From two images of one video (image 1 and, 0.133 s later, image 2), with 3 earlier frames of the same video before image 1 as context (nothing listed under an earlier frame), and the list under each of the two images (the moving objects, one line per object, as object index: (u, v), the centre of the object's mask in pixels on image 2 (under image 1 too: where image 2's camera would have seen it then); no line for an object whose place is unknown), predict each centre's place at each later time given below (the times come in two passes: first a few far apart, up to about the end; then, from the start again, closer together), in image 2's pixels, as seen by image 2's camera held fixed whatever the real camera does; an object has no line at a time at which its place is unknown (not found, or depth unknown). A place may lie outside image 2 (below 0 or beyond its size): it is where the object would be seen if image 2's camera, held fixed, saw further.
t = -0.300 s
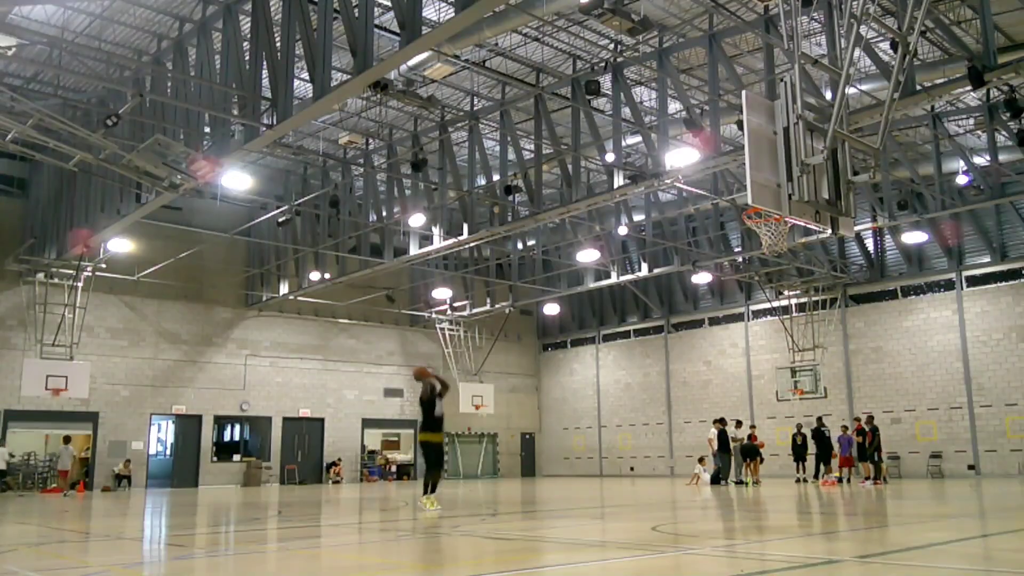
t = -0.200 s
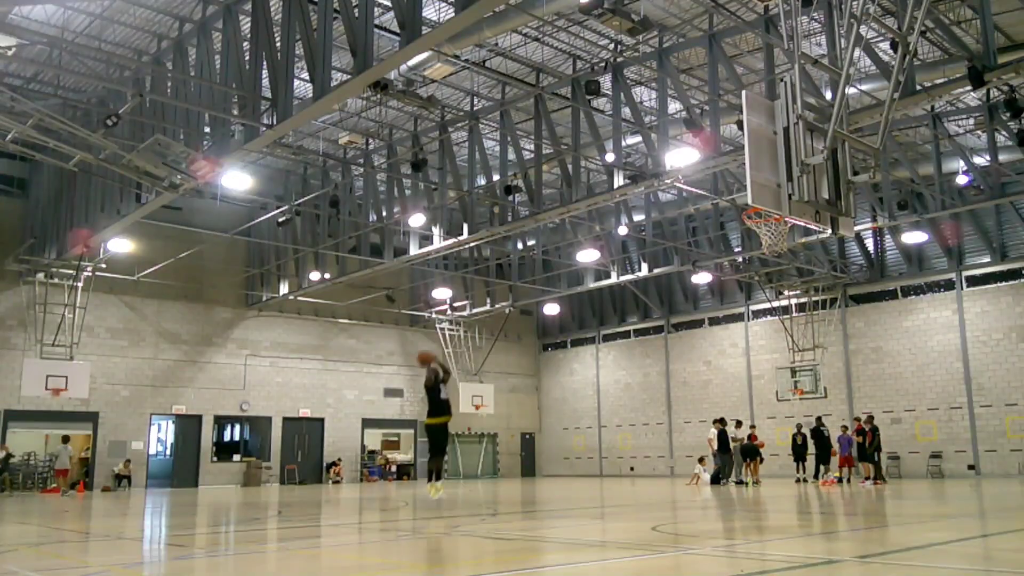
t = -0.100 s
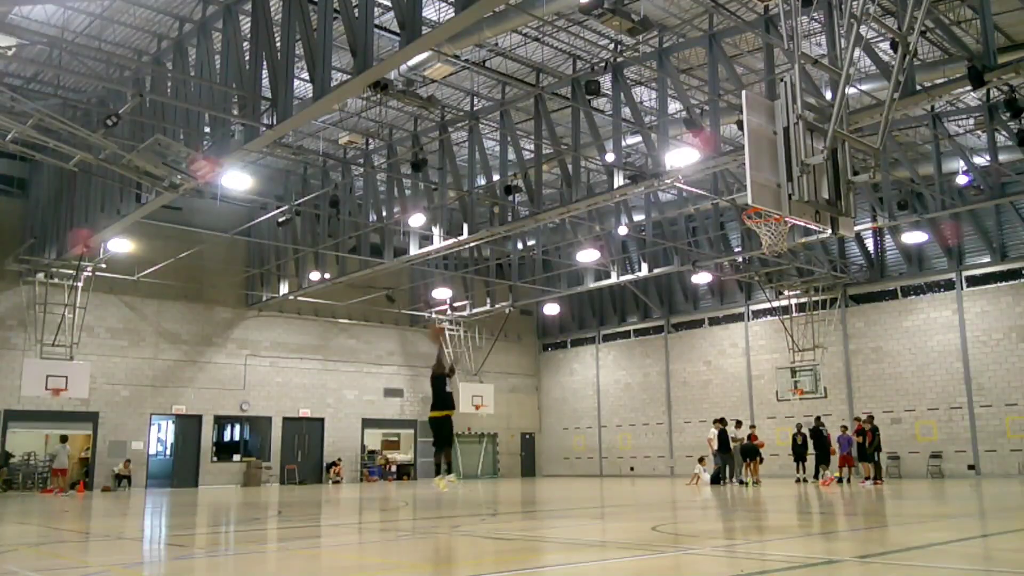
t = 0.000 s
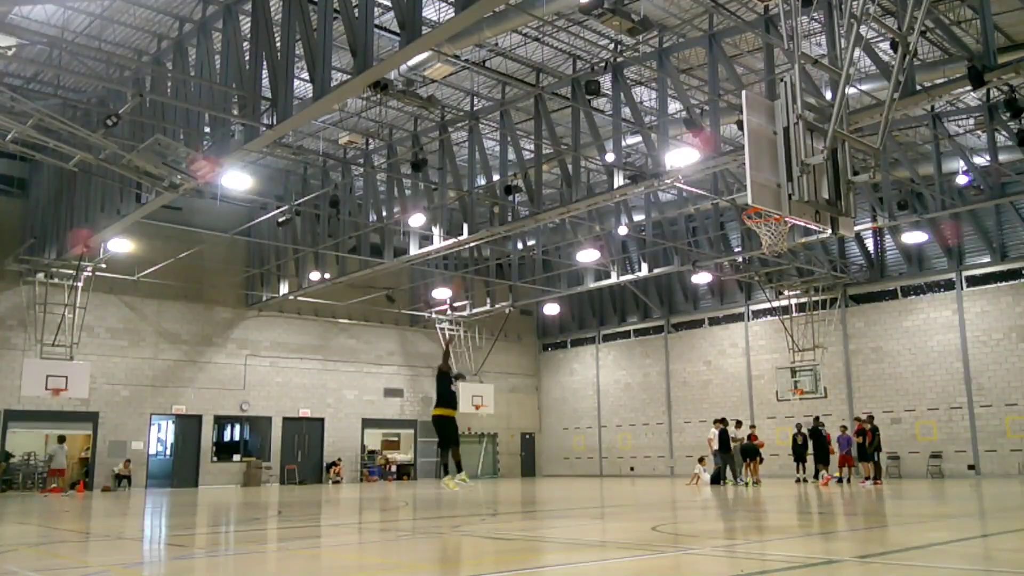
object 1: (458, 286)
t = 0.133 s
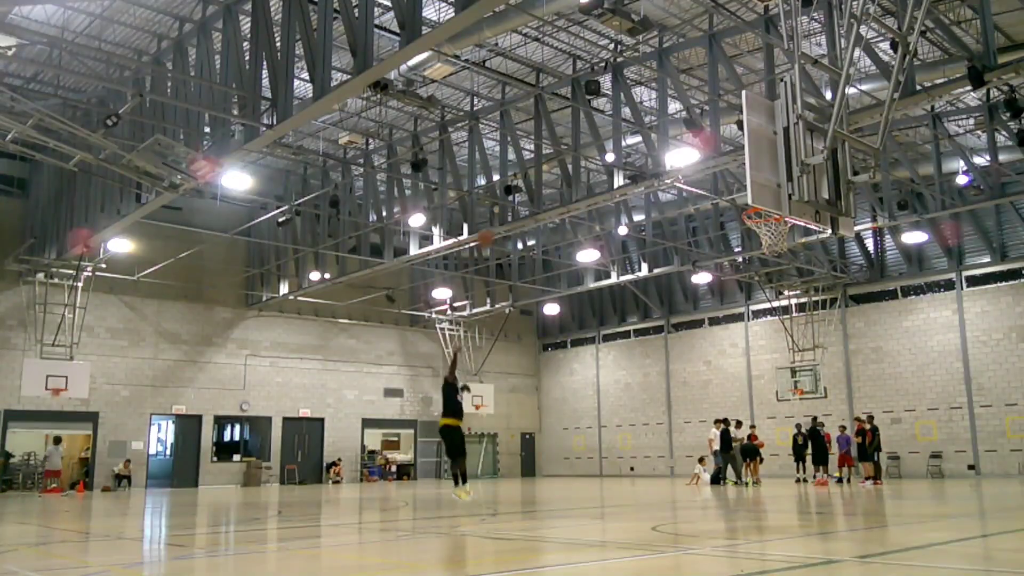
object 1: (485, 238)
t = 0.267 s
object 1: (514, 197)
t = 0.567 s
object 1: (589, 144)
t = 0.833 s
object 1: (667, 144)
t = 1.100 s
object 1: (777, 221)
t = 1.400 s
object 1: (833, 306)
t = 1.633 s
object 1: (887, 451)
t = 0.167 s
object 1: (493, 226)
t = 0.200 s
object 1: (499, 216)
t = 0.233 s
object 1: (505, 210)
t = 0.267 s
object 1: (514, 197)
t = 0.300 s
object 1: (521, 189)
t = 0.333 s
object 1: (529, 181)
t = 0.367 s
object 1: (537, 174)
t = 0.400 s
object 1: (545, 167)
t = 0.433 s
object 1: (554, 161)
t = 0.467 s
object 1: (562, 155)
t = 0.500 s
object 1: (571, 151)
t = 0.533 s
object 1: (579, 146)
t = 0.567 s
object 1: (589, 144)
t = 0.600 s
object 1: (598, 141)
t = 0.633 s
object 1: (606, 140)
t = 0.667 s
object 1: (617, 137)
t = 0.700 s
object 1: (625, 137)
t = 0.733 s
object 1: (639, 138)
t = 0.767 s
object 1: (649, 141)
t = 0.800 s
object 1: (658, 143)
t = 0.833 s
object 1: (667, 144)
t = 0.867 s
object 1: (680, 147)
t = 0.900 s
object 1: (696, 155)
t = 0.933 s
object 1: (707, 163)
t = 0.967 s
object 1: (720, 172)
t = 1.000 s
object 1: (731, 181)
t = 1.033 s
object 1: (740, 193)
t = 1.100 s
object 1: (777, 221)
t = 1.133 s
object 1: (789, 231)
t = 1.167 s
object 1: (794, 236)
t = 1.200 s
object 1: (798, 243)
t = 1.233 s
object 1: (803, 251)
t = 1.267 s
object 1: (809, 259)
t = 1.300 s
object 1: (815, 270)
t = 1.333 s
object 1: (821, 280)
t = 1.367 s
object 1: (826, 291)
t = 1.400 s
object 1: (833, 306)
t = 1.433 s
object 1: (840, 322)
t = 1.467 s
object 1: (846, 339)
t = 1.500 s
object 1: (853, 358)
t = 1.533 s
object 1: (861, 378)
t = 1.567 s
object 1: (869, 399)
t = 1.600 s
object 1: (879, 425)
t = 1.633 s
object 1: (887, 451)
